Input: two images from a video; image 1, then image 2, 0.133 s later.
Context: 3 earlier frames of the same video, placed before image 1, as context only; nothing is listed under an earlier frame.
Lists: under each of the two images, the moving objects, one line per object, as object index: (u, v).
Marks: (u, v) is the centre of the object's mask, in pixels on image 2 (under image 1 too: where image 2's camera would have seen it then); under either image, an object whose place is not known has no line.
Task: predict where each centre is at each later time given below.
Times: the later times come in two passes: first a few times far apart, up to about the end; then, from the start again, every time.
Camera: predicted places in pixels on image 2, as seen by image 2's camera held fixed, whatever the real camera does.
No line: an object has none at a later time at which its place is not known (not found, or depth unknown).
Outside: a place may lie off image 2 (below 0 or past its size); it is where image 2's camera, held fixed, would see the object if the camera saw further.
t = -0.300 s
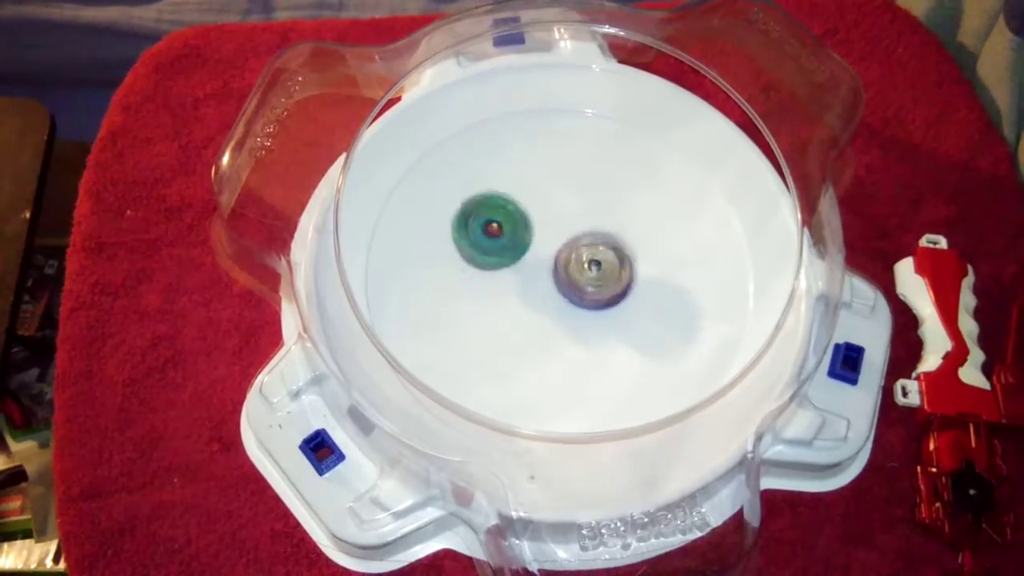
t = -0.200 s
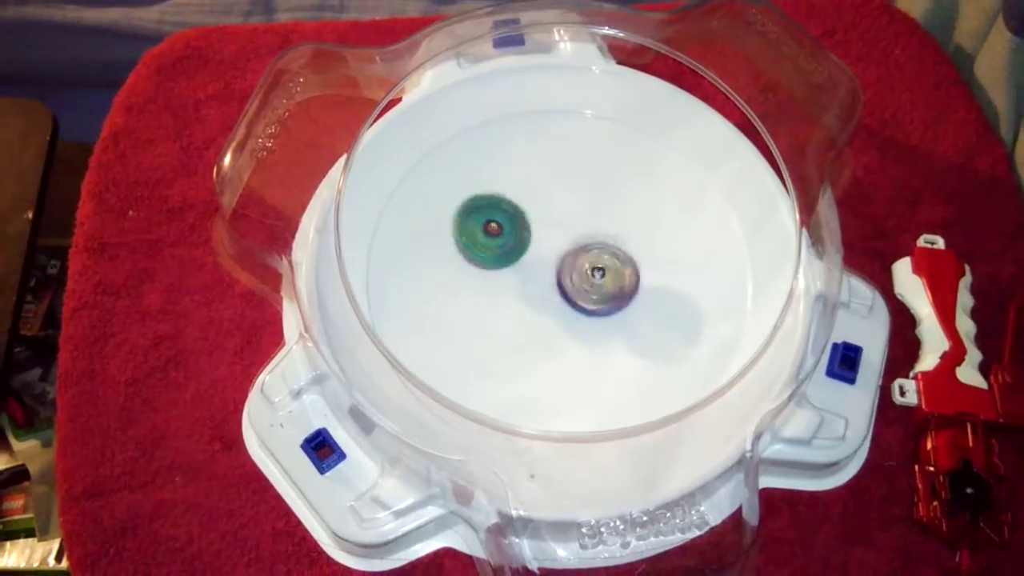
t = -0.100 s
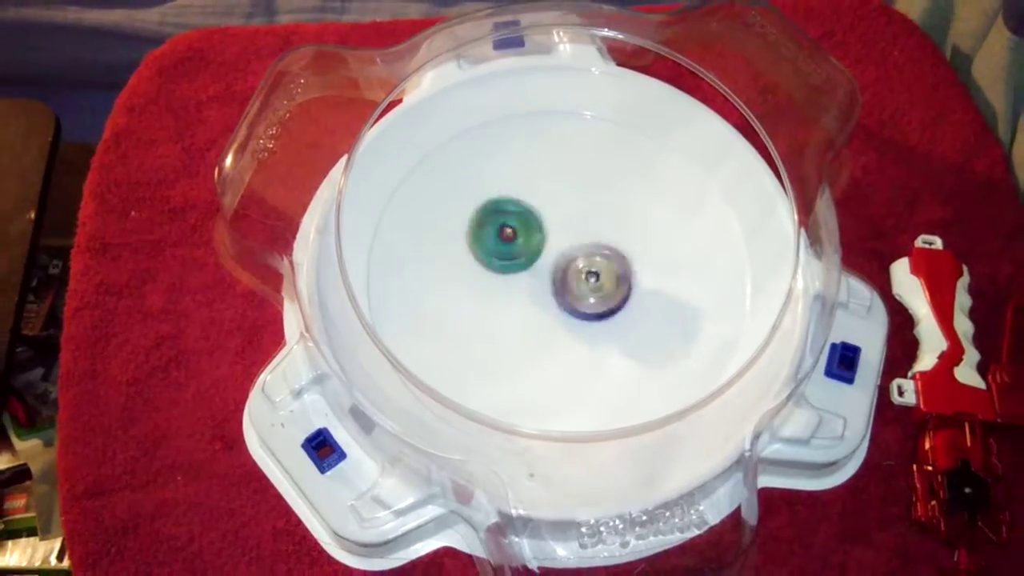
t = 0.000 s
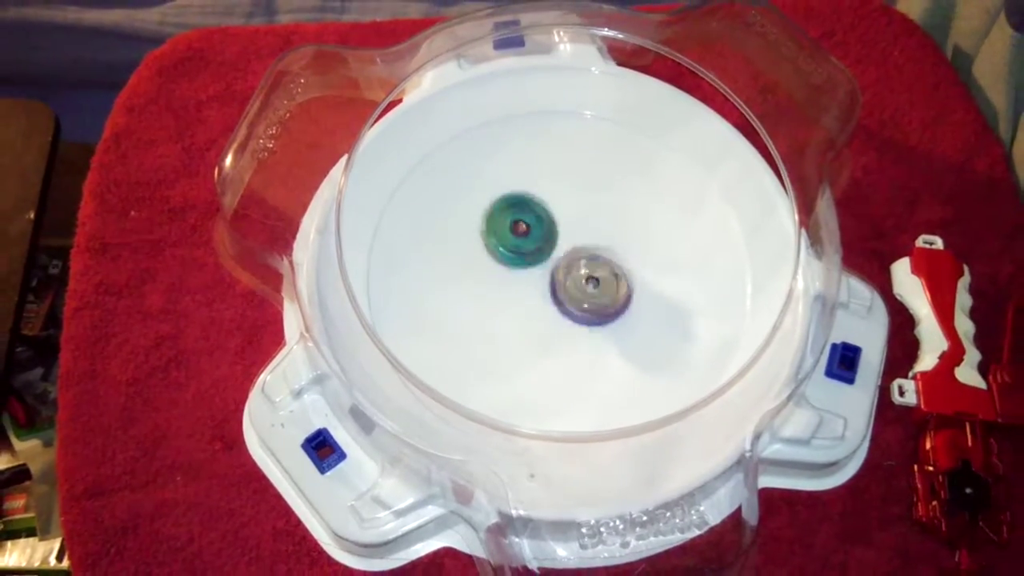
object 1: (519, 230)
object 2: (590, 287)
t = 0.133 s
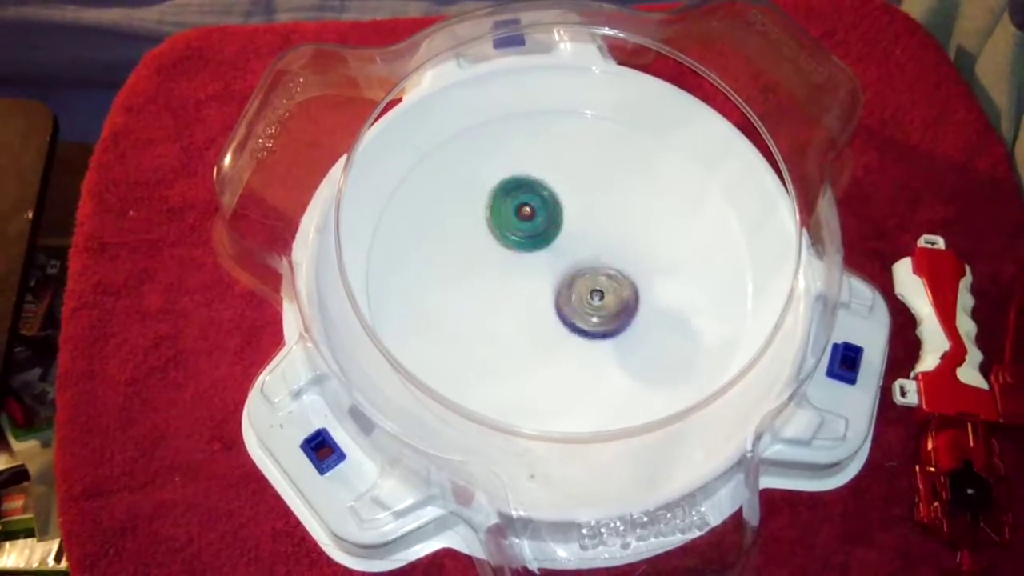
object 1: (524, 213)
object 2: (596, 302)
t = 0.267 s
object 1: (536, 208)
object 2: (588, 302)
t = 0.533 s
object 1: (568, 198)
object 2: (567, 311)
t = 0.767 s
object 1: (600, 207)
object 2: (550, 304)
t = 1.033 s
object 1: (621, 237)
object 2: (521, 292)
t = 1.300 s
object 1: (607, 263)
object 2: (523, 287)
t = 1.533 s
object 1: (586, 255)
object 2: (511, 285)
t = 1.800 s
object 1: (581, 222)
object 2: (487, 297)
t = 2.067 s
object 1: (568, 217)
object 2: (529, 295)
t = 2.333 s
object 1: (569, 222)
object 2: (548, 299)
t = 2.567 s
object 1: (573, 224)
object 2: (523, 330)
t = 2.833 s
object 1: (556, 219)
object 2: (563, 301)
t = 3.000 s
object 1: (562, 223)
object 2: (597, 297)
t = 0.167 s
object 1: (526, 210)
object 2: (595, 304)
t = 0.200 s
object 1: (529, 209)
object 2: (594, 305)
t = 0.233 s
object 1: (531, 208)
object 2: (591, 303)
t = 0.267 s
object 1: (536, 208)
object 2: (588, 302)
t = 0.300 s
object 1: (539, 208)
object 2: (586, 300)
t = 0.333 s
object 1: (545, 210)
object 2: (582, 297)
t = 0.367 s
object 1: (547, 211)
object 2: (579, 295)
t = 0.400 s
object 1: (554, 212)
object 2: (575, 290)
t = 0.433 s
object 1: (561, 206)
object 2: (573, 297)
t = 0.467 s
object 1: (565, 201)
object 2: (571, 303)
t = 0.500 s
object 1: (567, 200)
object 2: (569, 307)
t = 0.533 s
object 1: (568, 198)
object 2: (567, 311)
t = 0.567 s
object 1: (572, 196)
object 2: (563, 312)
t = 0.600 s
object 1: (578, 196)
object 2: (561, 314)
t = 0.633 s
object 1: (583, 196)
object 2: (558, 315)
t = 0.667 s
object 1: (588, 198)
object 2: (556, 315)
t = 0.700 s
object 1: (591, 200)
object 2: (553, 314)
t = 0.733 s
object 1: (596, 203)
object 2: (550, 309)
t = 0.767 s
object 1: (600, 207)
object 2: (550, 304)
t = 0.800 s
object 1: (602, 211)
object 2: (549, 299)
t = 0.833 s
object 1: (604, 217)
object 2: (549, 295)
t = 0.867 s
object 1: (605, 222)
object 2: (548, 291)
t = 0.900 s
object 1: (605, 228)
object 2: (546, 286)
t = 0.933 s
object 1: (612, 229)
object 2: (538, 288)
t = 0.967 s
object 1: (619, 231)
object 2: (530, 289)
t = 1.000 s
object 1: (622, 236)
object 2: (524, 291)
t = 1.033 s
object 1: (621, 237)
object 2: (521, 292)
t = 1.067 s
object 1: (623, 239)
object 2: (521, 293)
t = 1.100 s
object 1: (624, 244)
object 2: (521, 292)
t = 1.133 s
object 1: (621, 250)
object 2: (522, 290)
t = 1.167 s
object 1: (619, 254)
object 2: (523, 289)
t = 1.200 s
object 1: (616, 257)
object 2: (522, 288)
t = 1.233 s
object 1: (613, 260)
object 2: (524, 287)
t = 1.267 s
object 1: (609, 262)
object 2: (524, 287)
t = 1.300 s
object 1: (607, 263)
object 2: (523, 287)
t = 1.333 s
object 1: (611, 263)
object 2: (518, 289)
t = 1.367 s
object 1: (608, 262)
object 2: (510, 289)
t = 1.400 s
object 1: (604, 260)
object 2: (508, 290)
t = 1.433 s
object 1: (601, 260)
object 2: (508, 290)
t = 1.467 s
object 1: (596, 257)
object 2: (509, 288)
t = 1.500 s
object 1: (590, 255)
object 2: (510, 288)
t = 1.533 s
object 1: (586, 255)
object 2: (511, 285)
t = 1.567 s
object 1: (583, 253)
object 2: (513, 284)
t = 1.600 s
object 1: (582, 246)
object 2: (505, 285)
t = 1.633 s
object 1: (585, 242)
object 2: (497, 292)
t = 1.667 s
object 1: (588, 239)
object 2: (489, 292)
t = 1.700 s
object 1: (586, 235)
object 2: (488, 294)
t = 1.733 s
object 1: (583, 232)
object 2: (485, 294)
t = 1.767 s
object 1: (582, 226)
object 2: (485, 296)
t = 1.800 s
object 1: (581, 222)
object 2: (487, 297)
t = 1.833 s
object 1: (578, 221)
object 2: (490, 301)
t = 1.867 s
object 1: (575, 219)
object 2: (495, 300)
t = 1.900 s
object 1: (574, 217)
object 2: (499, 300)
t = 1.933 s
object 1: (571, 218)
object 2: (505, 297)
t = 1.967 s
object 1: (569, 217)
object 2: (511, 295)
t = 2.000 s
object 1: (566, 219)
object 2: (516, 292)
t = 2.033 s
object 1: (563, 222)
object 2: (525, 290)
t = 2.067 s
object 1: (568, 217)
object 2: (529, 295)
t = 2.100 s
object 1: (572, 217)
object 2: (535, 300)
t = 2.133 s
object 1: (574, 221)
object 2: (544, 298)
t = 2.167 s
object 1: (573, 223)
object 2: (548, 295)
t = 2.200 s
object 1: (570, 223)
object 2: (553, 294)
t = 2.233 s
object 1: (567, 223)
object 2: (552, 292)
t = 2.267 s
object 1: (566, 223)
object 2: (554, 293)
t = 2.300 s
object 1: (568, 223)
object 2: (553, 291)
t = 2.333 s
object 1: (569, 222)
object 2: (548, 299)
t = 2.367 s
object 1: (573, 220)
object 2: (542, 308)
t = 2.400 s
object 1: (574, 218)
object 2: (535, 314)
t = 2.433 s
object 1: (577, 218)
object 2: (530, 322)
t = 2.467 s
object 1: (577, 220)
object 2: (527, 326)
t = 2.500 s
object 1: (577, 221)
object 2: (525, 328)
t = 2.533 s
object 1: (577, 223)
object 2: (522, 329)
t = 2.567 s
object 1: (573, 224)
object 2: (523, 330)
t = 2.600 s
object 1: (569, 224)
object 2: (526, 330)
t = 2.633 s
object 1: (564, 224)
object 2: (528, 327)
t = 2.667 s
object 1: (561, 222)
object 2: (532, 324)
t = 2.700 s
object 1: (560, 222)
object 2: (535, 322)
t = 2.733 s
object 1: (558, 221)
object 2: (541, 317)
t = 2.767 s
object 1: (558, 219)
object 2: (548, 312)
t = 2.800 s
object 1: (557, 219)
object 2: (555, 306)
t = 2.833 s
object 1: (556, 219)
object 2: (563, 301)
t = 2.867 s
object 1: (558, 219)
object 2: (571, 296)
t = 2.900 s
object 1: (559, 221)
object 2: (579, 293)
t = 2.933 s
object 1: (559, 222)
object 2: (586, 292)
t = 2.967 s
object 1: (560, 223)
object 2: (593, 293)
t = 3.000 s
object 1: (562, 223)
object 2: (597, 297)
